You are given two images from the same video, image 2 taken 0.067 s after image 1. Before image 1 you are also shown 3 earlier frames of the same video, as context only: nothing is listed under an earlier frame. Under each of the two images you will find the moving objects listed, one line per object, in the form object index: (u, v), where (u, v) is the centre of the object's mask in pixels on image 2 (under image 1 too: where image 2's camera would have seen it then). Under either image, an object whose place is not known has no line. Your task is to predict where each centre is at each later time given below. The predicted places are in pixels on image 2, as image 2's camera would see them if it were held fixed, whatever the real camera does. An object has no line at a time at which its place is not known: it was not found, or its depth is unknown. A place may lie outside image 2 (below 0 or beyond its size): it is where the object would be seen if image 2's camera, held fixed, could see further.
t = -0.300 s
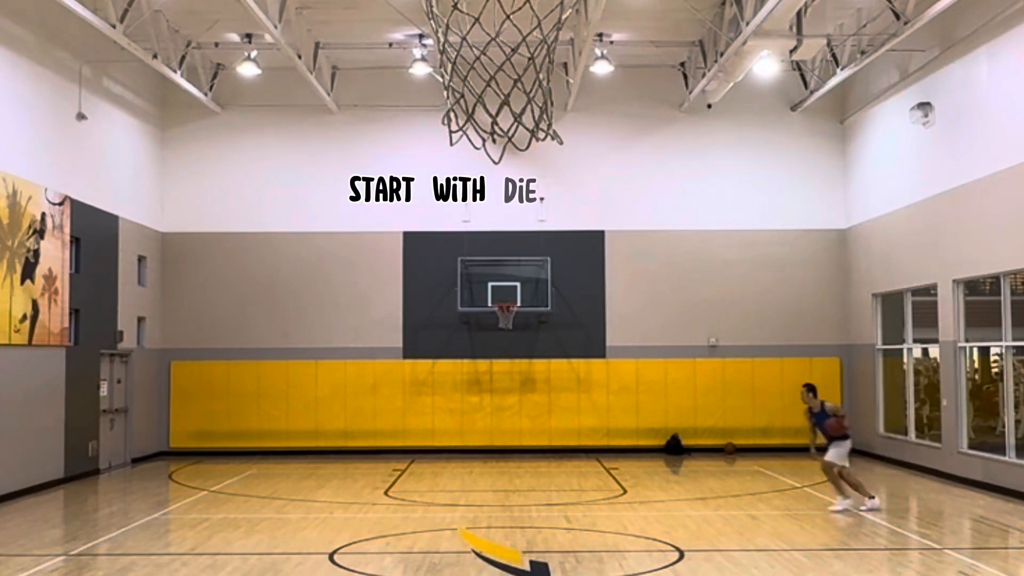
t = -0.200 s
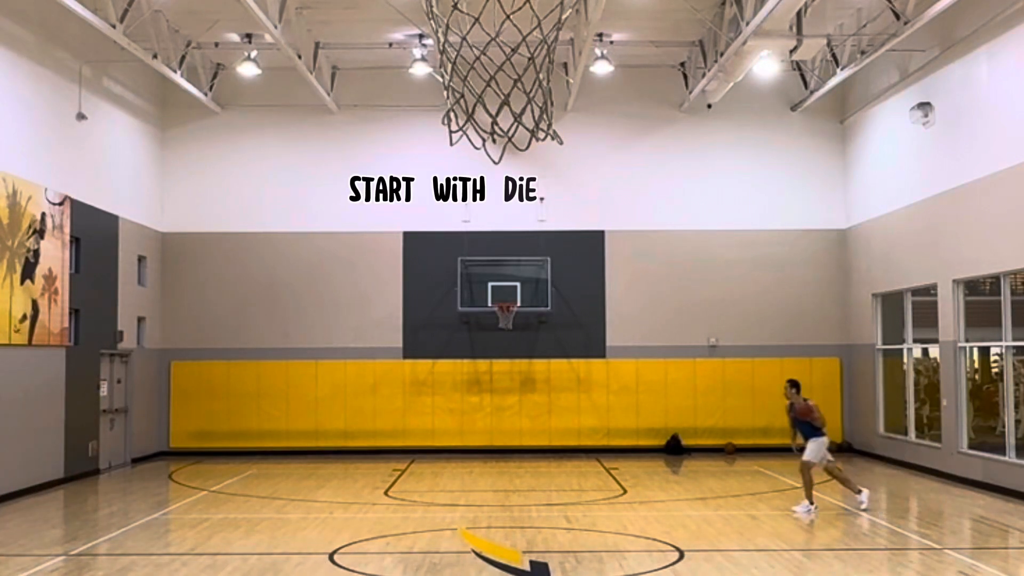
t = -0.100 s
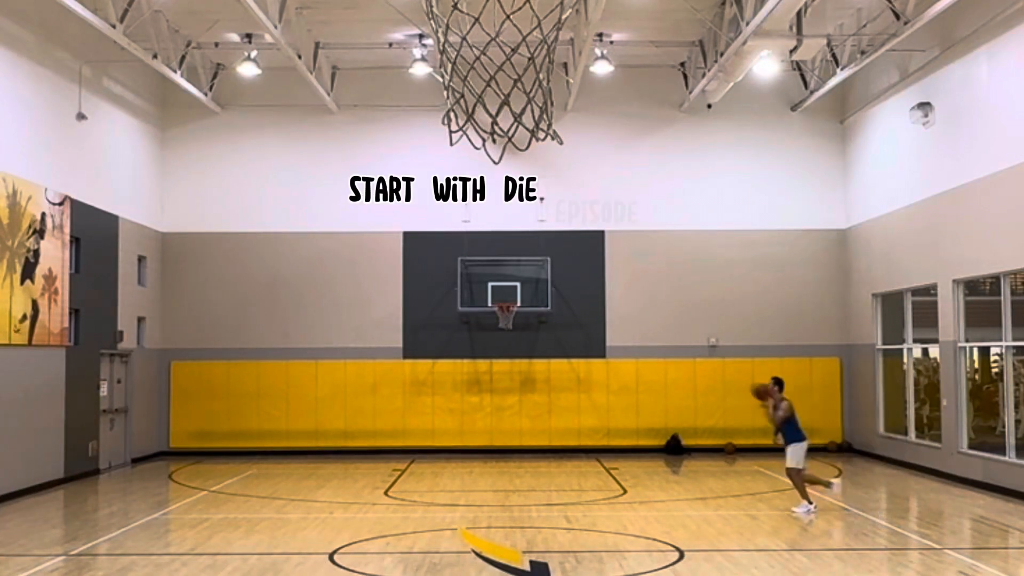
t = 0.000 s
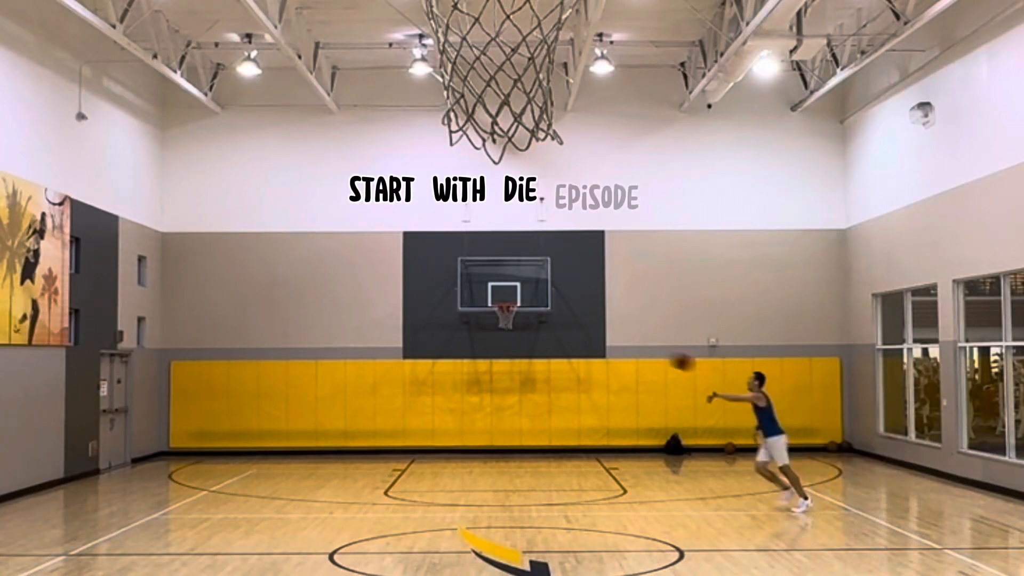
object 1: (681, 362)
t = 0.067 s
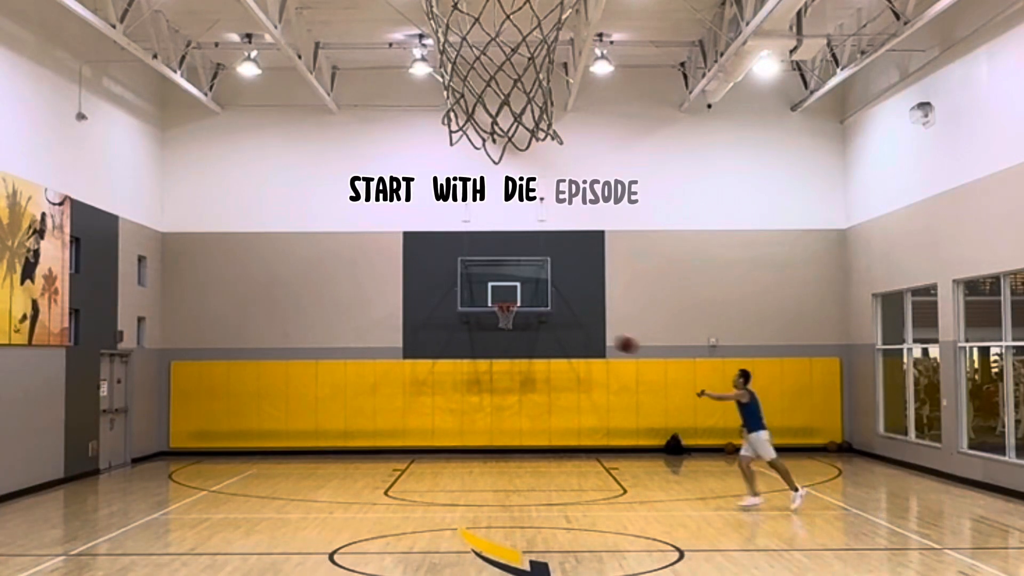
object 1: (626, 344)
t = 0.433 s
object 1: (350, 306)
